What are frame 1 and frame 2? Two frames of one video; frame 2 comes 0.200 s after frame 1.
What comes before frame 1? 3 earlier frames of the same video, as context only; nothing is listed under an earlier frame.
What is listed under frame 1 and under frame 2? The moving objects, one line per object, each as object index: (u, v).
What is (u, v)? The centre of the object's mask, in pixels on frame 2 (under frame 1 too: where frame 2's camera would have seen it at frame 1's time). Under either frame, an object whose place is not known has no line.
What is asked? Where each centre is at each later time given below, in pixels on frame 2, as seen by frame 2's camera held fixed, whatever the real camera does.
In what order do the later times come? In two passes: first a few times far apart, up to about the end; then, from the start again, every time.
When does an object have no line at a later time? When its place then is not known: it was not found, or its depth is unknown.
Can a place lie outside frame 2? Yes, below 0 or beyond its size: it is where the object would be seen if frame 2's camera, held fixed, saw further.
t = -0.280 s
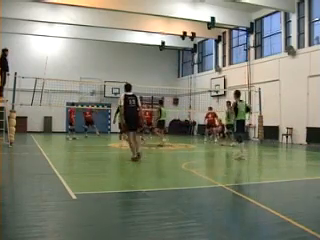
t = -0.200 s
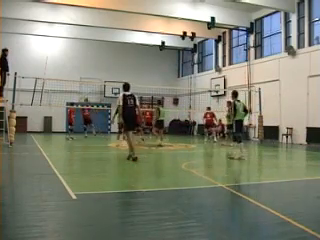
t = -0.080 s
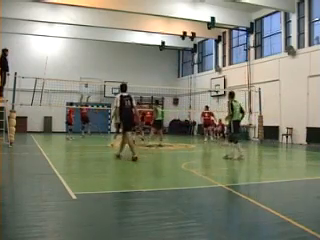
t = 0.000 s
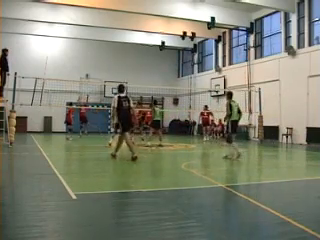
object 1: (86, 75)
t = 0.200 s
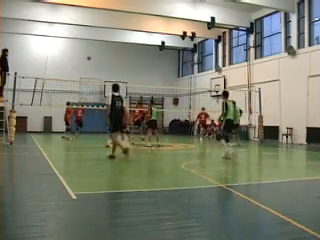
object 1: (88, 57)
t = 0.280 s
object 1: (89, 52)
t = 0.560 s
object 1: (91, 45)
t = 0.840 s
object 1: (92, 53)
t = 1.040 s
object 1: (92, 68)
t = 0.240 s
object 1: (88, 55)
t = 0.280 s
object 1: (89, 52)
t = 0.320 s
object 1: (89, 50)
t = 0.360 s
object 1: (89, 49)
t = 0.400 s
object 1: (89, 47)
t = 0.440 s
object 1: (90, 46)
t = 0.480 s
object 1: (90, 45)
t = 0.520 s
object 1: (91, 45)
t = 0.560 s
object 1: (91, 45)
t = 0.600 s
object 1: (91, 45)
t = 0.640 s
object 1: (91, 45)
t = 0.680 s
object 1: (91, 46)
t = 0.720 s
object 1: (91, 47)
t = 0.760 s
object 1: (92, 48)
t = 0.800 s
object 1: (91, 50)
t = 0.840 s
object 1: (92, 53)
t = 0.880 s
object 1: (92, 55)
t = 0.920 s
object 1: (92, 58)
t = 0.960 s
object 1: (92, 61)
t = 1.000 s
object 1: (92, 64)
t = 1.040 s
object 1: (92, 68)
